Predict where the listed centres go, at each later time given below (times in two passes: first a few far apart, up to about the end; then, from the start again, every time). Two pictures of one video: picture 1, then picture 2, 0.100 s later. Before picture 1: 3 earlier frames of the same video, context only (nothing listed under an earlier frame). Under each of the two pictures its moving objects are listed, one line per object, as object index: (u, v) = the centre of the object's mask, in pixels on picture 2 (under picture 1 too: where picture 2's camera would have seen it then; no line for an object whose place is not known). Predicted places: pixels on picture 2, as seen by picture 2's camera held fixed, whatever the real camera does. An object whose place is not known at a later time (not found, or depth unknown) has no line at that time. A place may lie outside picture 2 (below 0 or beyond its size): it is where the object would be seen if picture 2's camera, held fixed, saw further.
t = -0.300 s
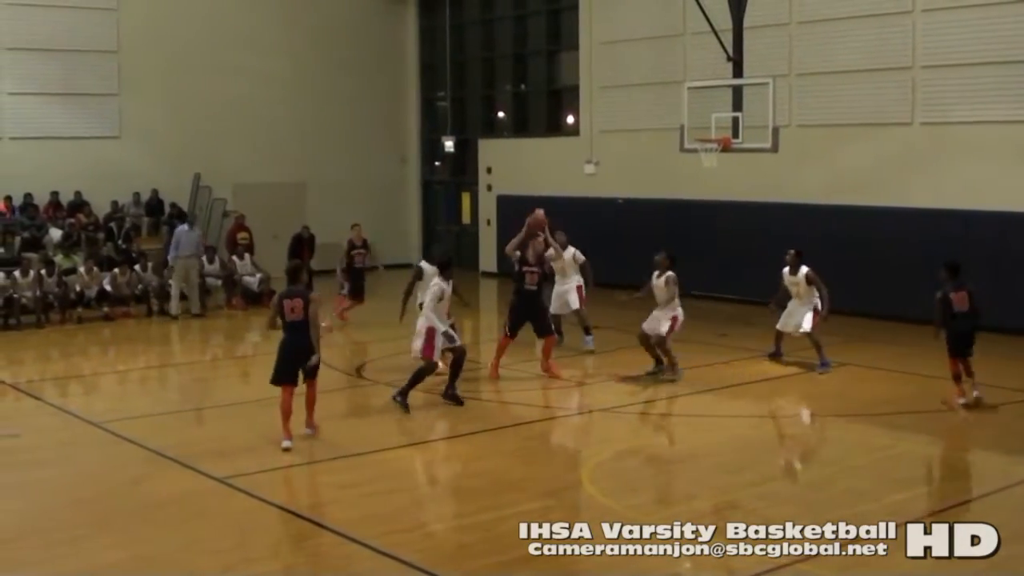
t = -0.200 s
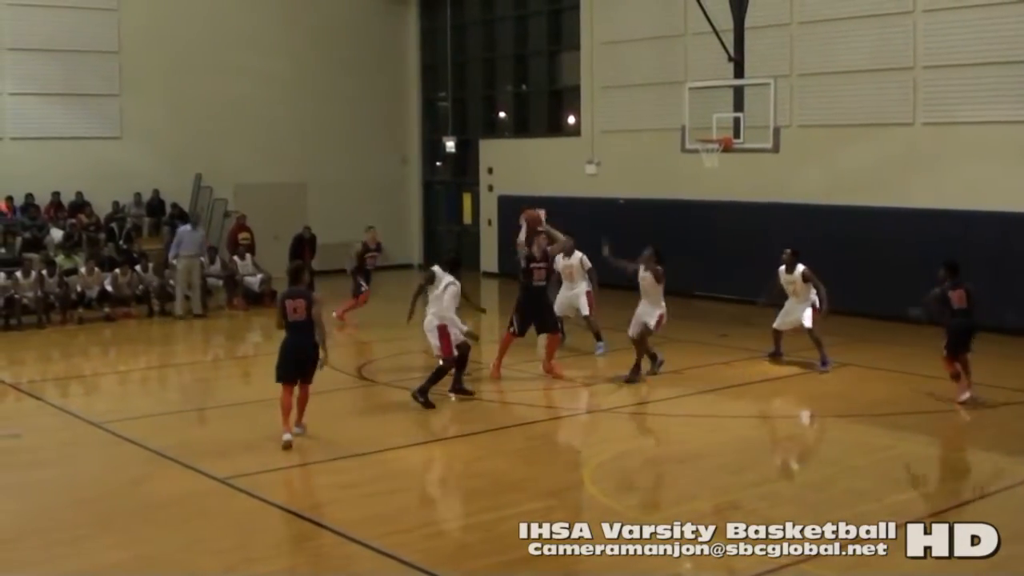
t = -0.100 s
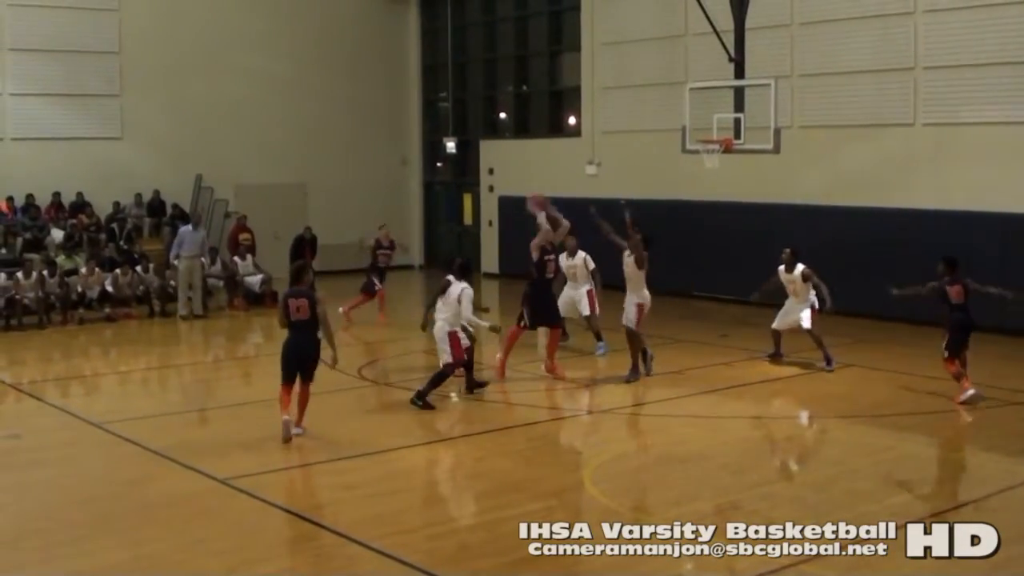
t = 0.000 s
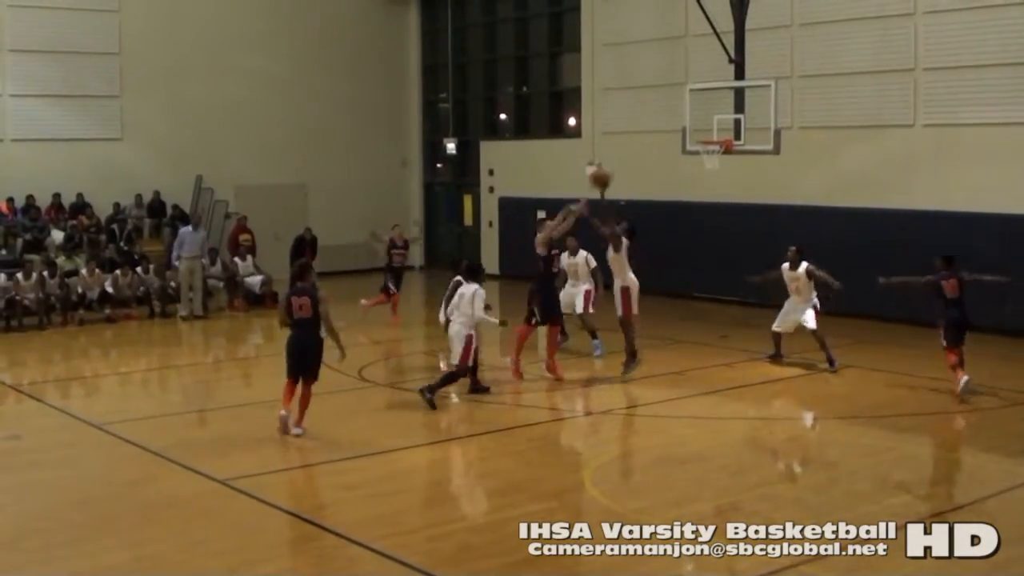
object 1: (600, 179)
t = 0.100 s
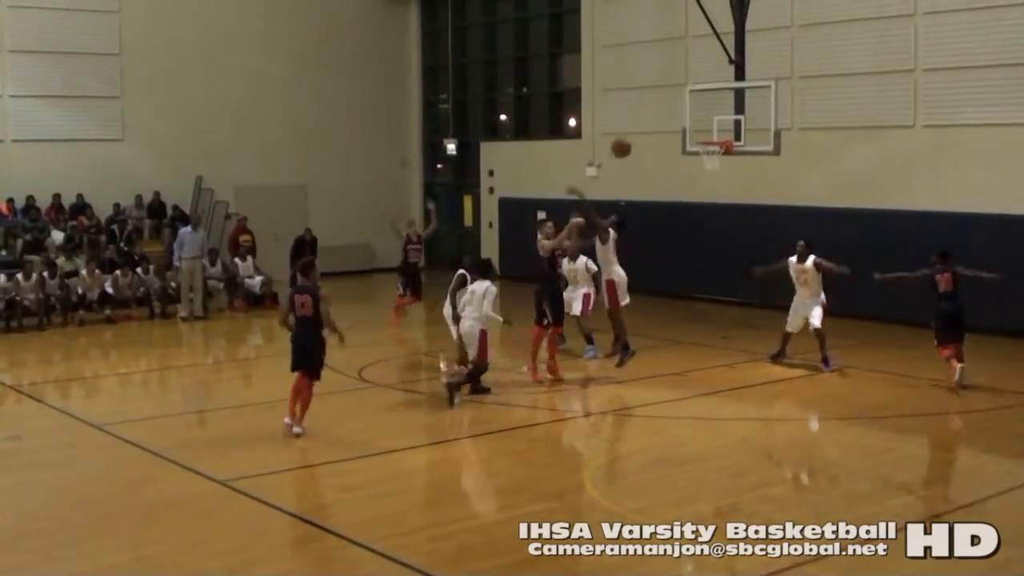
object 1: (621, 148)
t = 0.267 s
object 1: (653, 109)
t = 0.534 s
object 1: (710, 96)
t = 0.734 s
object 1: (757, 132)
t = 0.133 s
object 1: (626, 138)
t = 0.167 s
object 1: (633, 129)
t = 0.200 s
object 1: (640, 122)
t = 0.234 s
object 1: (646, 115)
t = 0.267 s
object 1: (653, 109)
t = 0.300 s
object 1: (660, 104)
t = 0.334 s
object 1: (667, 100)
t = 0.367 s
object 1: (674, 97)
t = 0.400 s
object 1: (680, 95)
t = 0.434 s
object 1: (688, 93)
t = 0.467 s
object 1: (696, 93)
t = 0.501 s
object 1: (703, 94)
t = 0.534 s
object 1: (710, 96)
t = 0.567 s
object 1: (718, 99)
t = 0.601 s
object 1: (724, 104)
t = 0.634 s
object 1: (732, 109)
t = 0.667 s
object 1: (741, 115)
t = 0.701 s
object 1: (748, 124)
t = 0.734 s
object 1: (757, 132)
